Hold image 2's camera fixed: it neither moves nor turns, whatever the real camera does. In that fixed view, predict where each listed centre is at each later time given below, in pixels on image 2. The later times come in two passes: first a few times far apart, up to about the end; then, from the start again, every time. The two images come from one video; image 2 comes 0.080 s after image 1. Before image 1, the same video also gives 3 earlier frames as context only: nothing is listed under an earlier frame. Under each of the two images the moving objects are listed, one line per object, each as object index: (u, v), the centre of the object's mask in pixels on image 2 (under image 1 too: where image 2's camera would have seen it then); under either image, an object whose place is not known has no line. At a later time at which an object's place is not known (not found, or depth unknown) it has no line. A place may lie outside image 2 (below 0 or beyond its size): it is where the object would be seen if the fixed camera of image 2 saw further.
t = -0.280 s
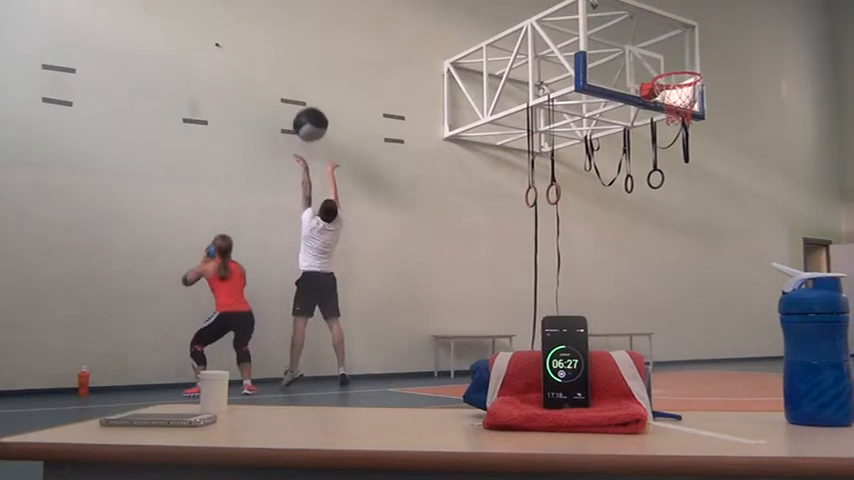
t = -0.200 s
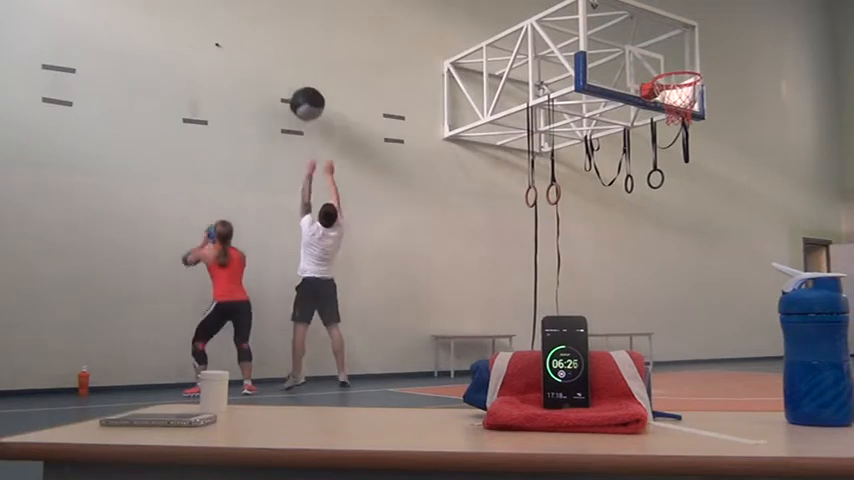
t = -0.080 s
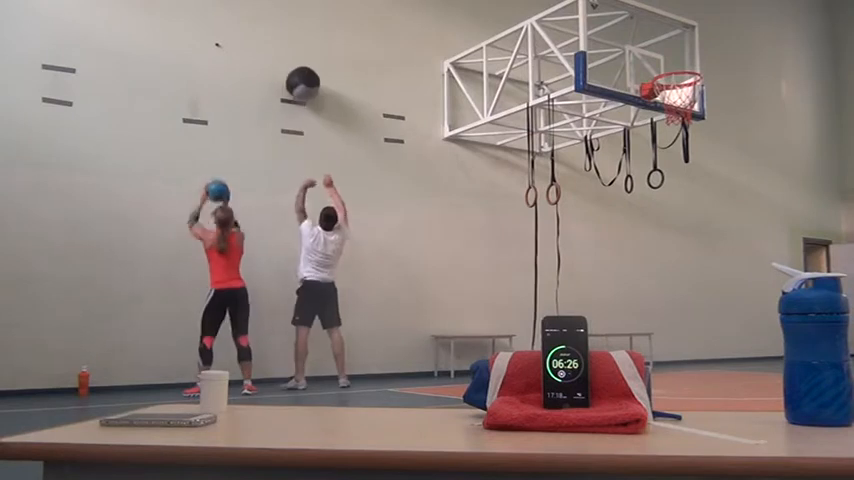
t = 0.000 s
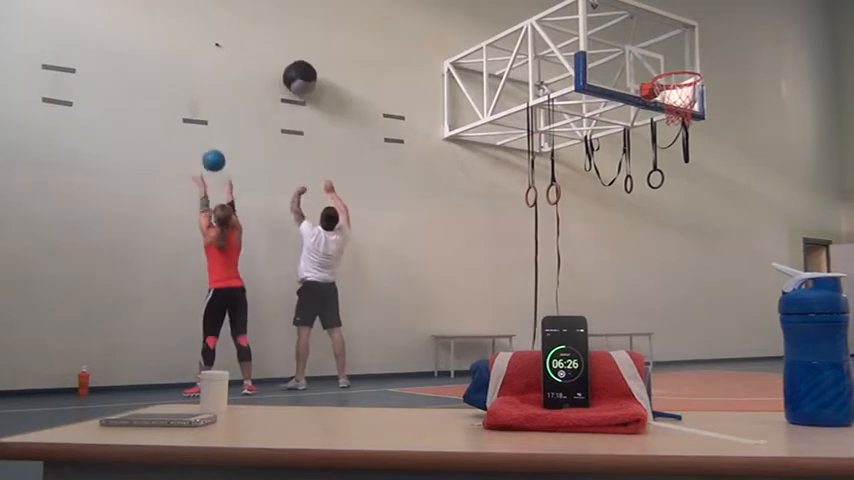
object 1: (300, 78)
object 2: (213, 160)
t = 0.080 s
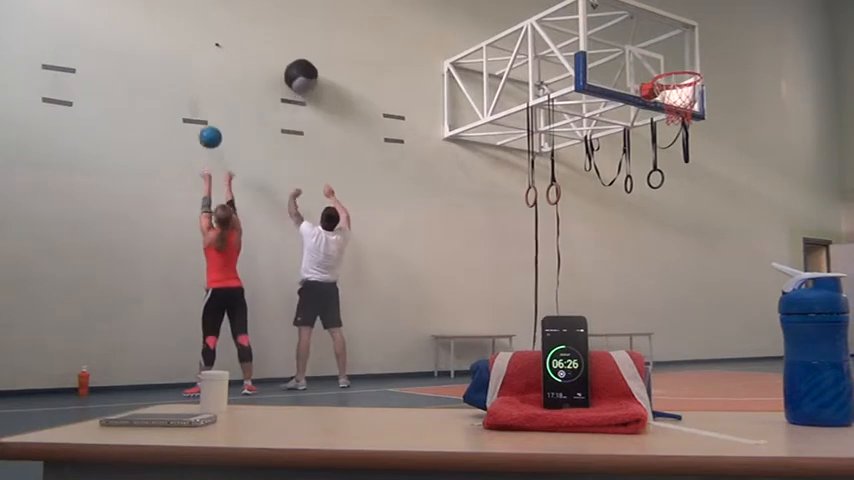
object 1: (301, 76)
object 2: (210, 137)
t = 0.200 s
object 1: (304, 84)
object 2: (205, 114)
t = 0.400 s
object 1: (309, 126)
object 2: (200, 106)
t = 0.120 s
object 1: (302, 77)
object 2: (208, 128)
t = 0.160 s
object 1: (303, 80)
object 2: (206, 120)
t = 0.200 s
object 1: (304, 84)
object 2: (205, 114)
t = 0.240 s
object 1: (305, 89)
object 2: (202, 110)
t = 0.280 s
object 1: (306, 96)
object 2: (201, 108)
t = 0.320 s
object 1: (307, 105)
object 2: (199, 107)
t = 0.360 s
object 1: (308, 115)
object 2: (199, 106)
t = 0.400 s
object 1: (309, 126)
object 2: (200, 106)
